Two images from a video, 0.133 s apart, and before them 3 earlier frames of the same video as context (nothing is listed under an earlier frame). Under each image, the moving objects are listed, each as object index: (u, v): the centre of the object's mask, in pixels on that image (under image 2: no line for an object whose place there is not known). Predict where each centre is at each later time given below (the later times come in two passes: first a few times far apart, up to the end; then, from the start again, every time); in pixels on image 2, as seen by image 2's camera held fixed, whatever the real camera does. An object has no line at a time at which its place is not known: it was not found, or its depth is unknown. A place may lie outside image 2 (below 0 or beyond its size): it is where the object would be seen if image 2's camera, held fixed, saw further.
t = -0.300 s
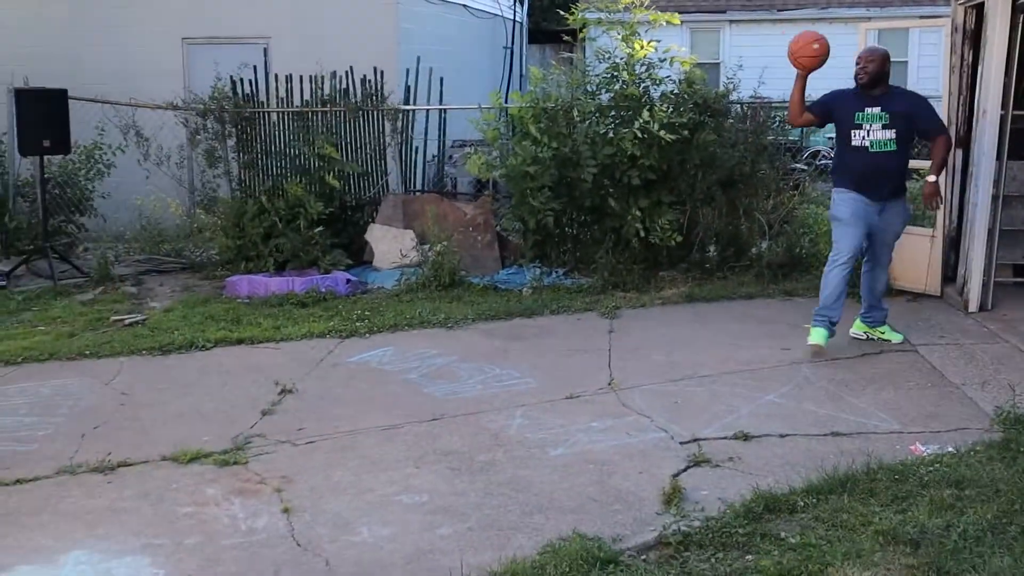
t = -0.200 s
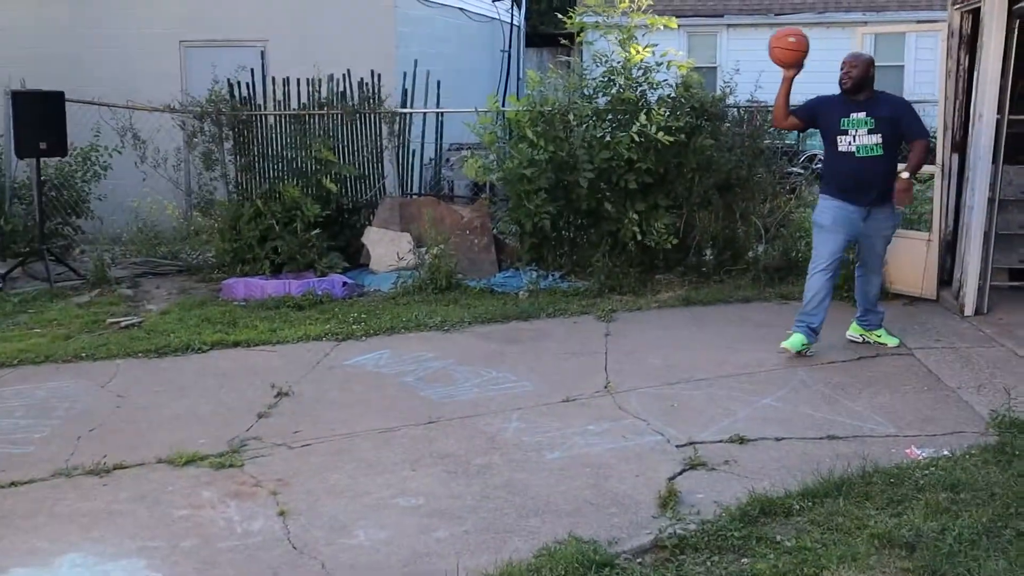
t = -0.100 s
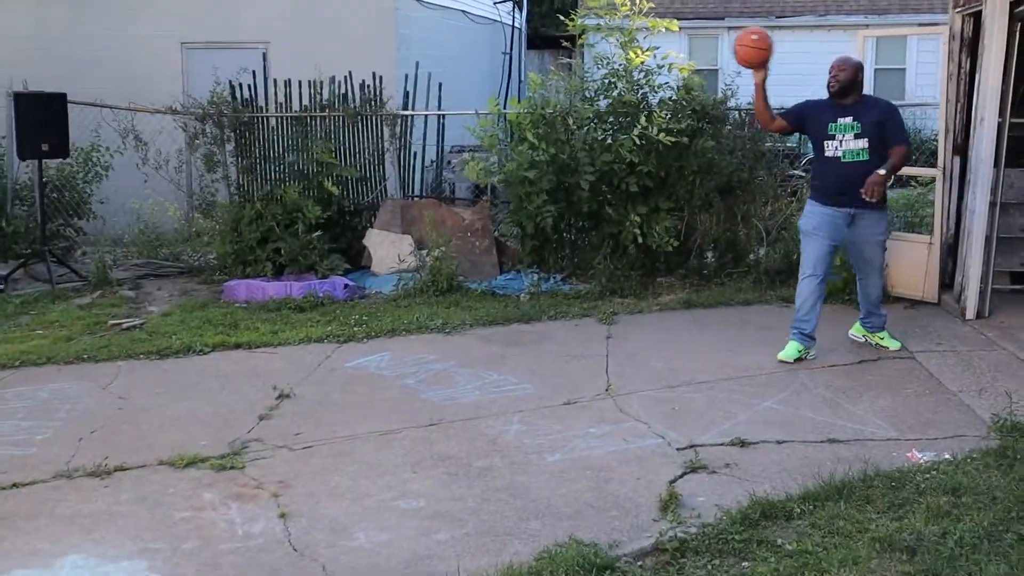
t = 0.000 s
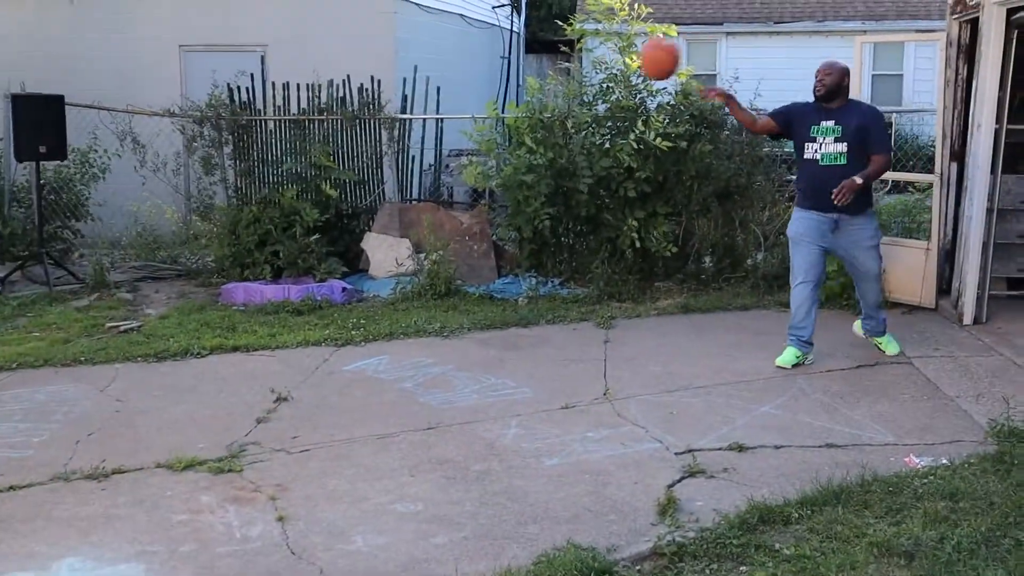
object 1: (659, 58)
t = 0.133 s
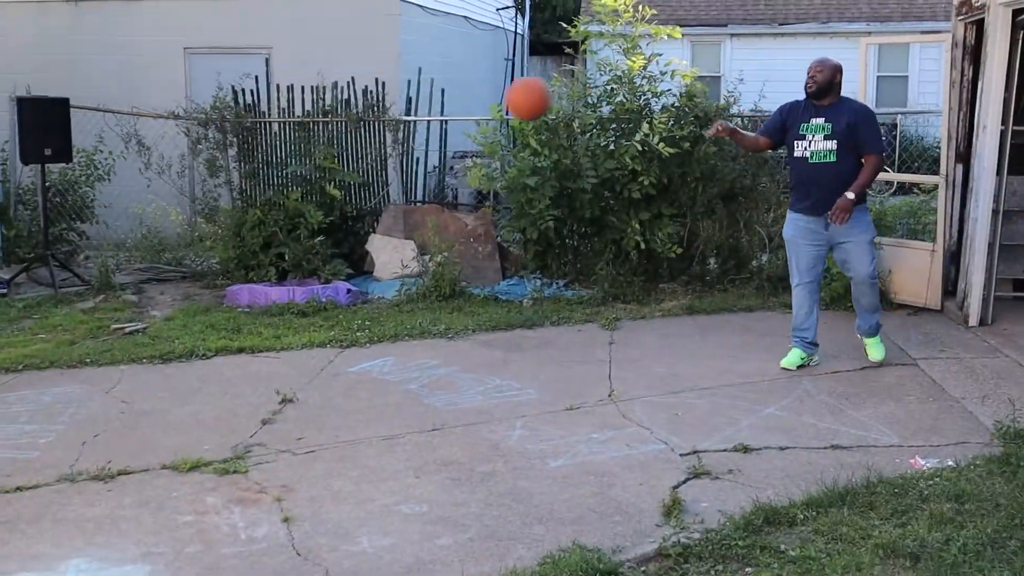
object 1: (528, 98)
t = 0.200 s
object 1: (455, 132)
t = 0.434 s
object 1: (184, 330)
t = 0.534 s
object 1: (80, 376)
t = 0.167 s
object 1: (492, 115)
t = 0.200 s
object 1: (455, 132)
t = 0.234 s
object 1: (417, 153)
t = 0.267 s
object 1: (382, 175)
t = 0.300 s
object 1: (343, 201)
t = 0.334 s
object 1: (305, 230)
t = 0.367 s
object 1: (266, 259)
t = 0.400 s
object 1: (224, 293)
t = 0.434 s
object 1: (184, 330)
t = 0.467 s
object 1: (145, 369)
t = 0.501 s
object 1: (104, 407)
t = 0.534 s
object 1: (80, 376)
